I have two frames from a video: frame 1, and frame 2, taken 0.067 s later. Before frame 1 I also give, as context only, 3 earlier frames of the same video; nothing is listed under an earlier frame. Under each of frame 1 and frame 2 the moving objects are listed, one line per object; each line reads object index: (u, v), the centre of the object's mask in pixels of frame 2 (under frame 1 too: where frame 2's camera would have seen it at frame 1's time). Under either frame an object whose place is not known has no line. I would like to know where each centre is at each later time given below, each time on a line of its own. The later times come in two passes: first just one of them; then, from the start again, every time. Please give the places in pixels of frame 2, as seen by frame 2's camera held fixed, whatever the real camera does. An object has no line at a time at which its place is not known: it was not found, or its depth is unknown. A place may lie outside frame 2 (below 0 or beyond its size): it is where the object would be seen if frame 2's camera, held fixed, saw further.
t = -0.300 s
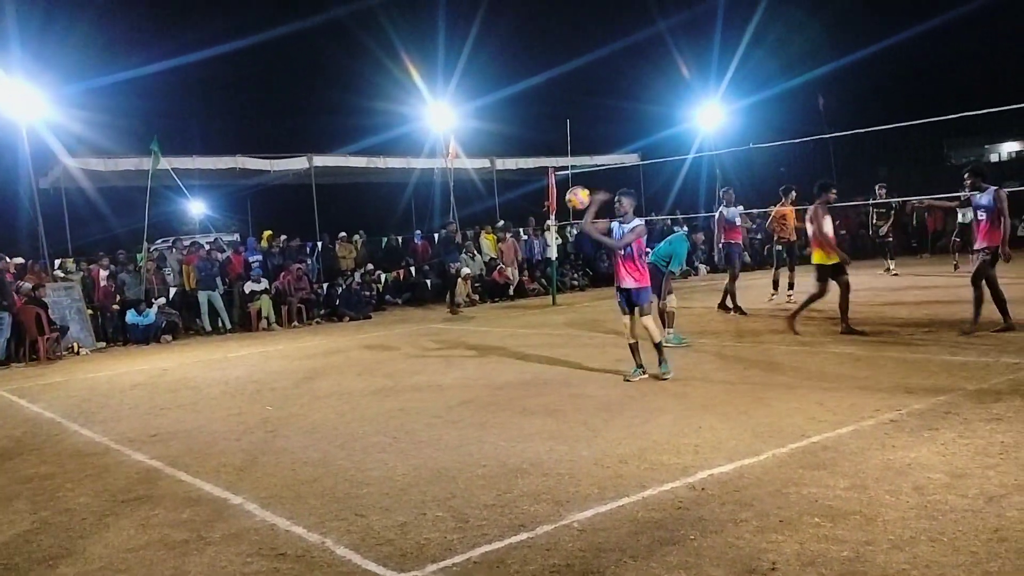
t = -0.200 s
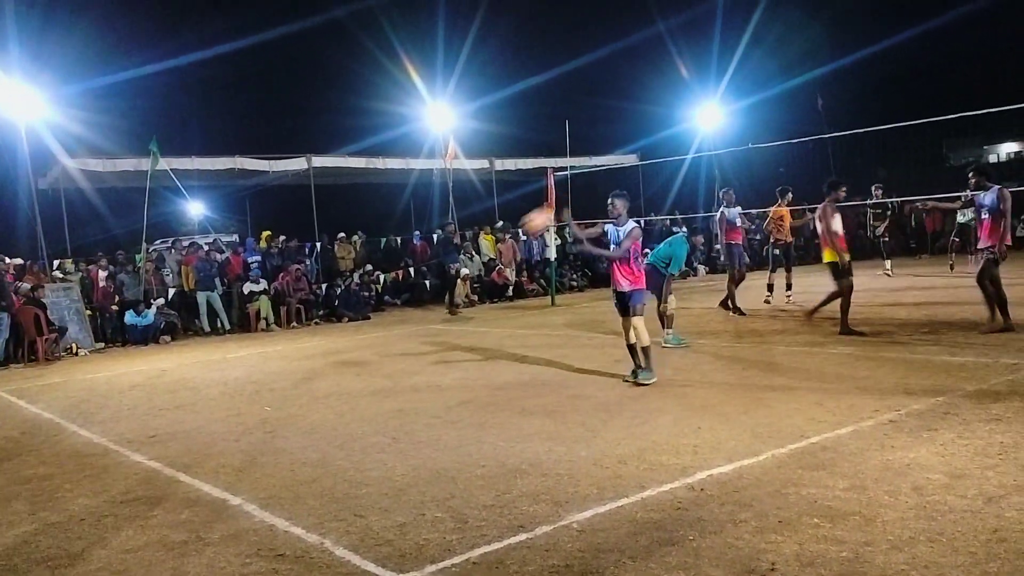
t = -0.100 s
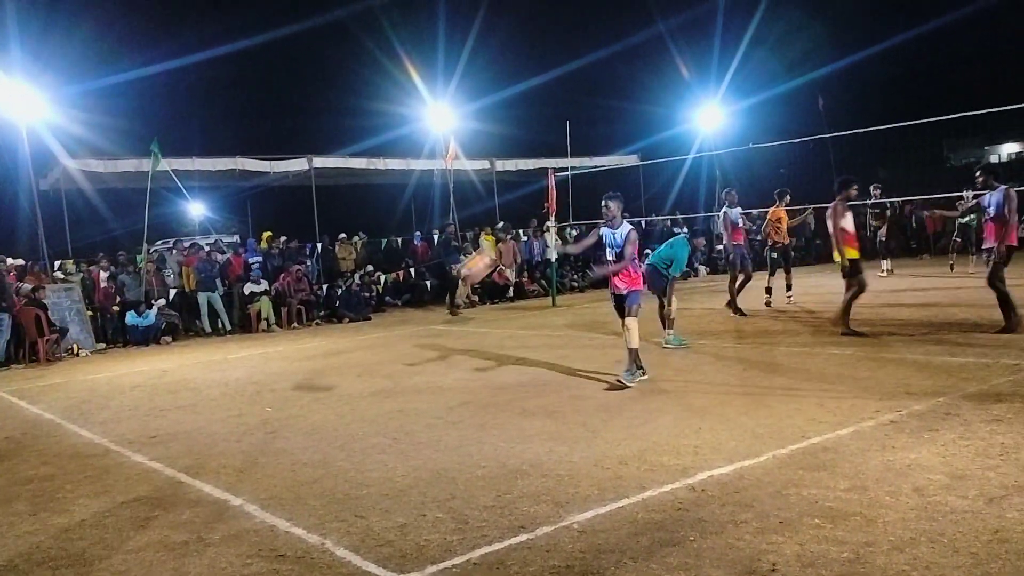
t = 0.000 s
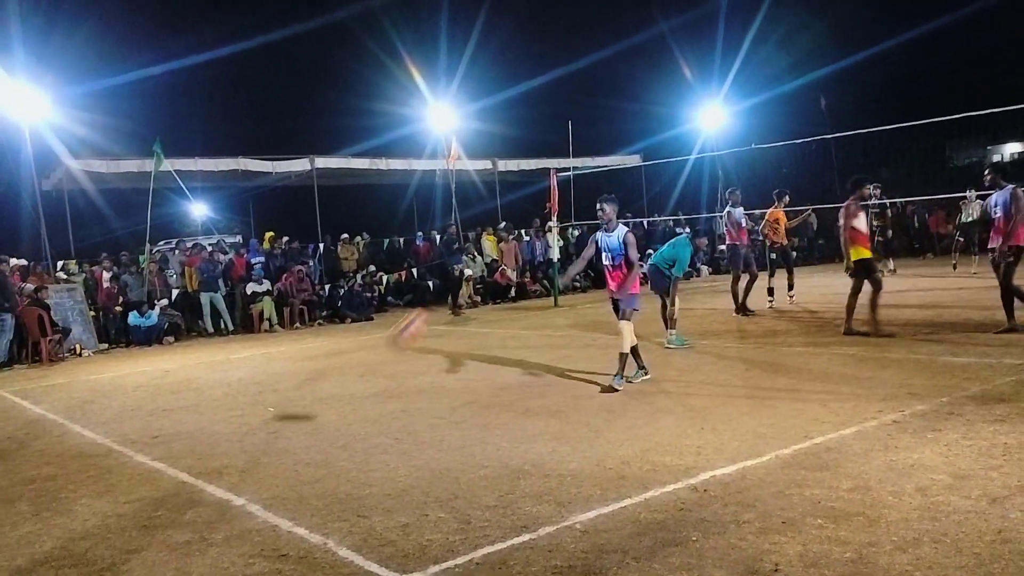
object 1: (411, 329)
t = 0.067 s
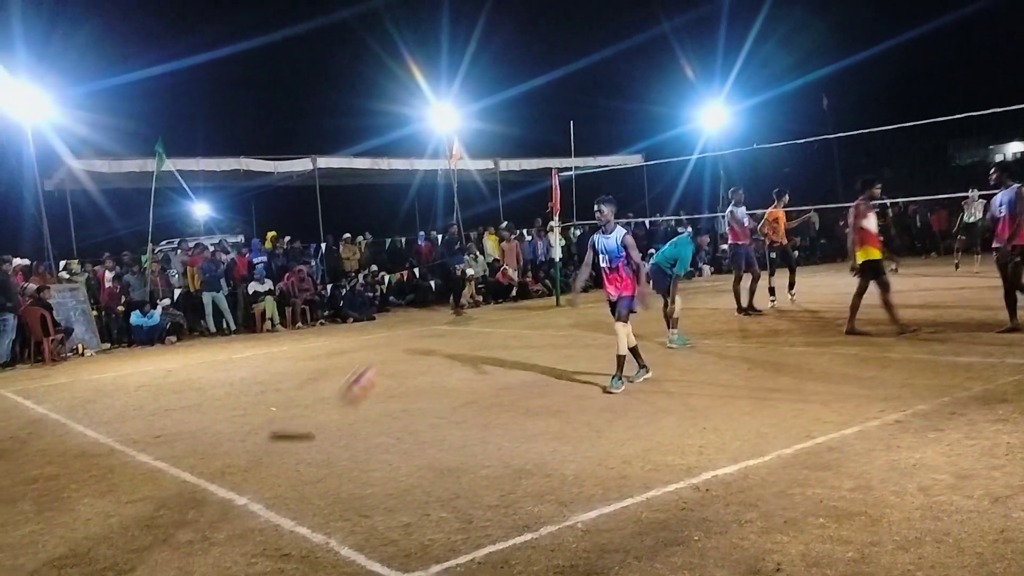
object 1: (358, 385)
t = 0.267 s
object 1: (223, 378)
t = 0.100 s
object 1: (330, 419)
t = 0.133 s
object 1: (305, 443)
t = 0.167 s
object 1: (285, 426)
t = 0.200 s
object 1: (264, 409)
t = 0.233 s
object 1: (243, 393)
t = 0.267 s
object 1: (223, 378)
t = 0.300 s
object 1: (201, 364)
